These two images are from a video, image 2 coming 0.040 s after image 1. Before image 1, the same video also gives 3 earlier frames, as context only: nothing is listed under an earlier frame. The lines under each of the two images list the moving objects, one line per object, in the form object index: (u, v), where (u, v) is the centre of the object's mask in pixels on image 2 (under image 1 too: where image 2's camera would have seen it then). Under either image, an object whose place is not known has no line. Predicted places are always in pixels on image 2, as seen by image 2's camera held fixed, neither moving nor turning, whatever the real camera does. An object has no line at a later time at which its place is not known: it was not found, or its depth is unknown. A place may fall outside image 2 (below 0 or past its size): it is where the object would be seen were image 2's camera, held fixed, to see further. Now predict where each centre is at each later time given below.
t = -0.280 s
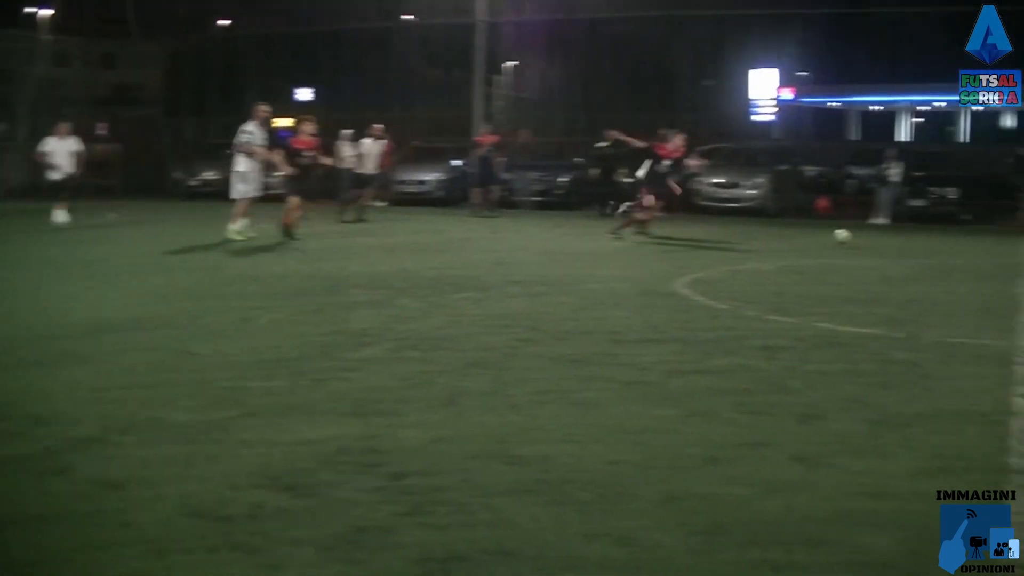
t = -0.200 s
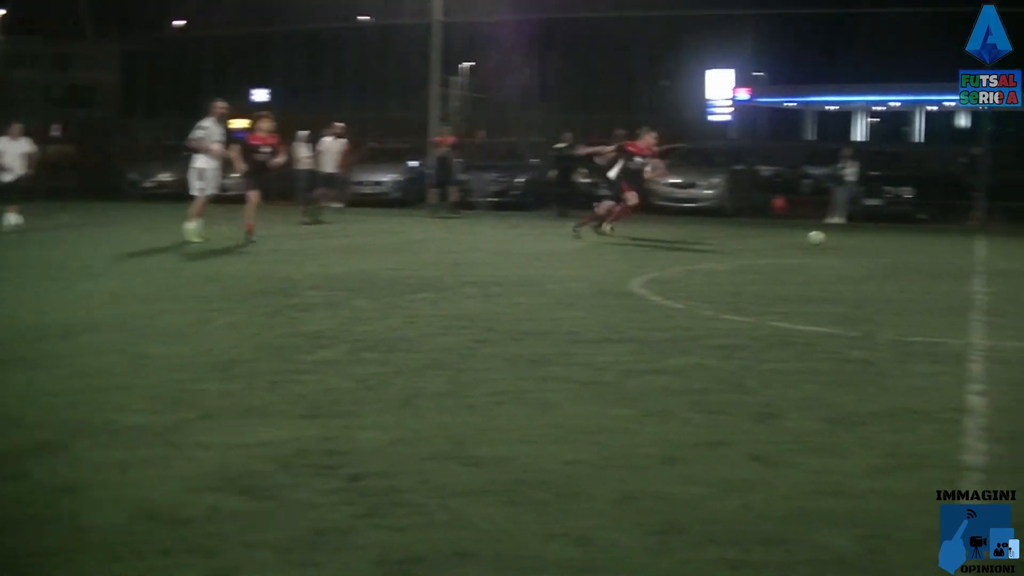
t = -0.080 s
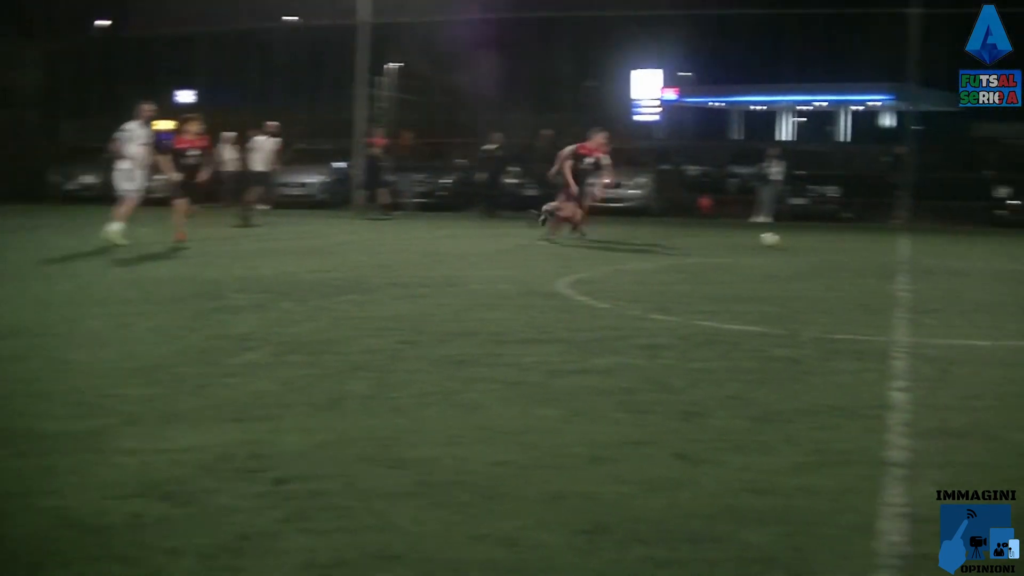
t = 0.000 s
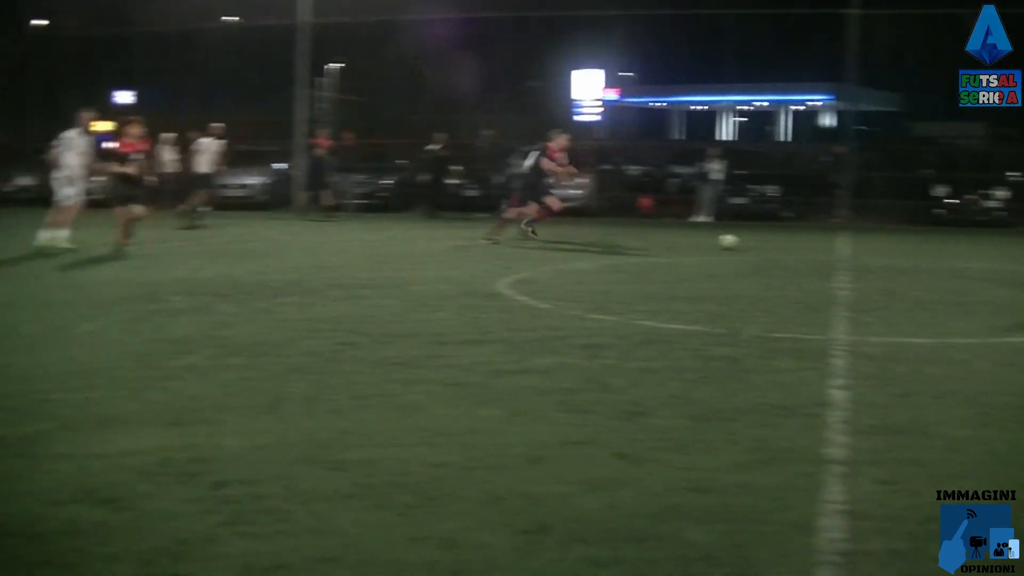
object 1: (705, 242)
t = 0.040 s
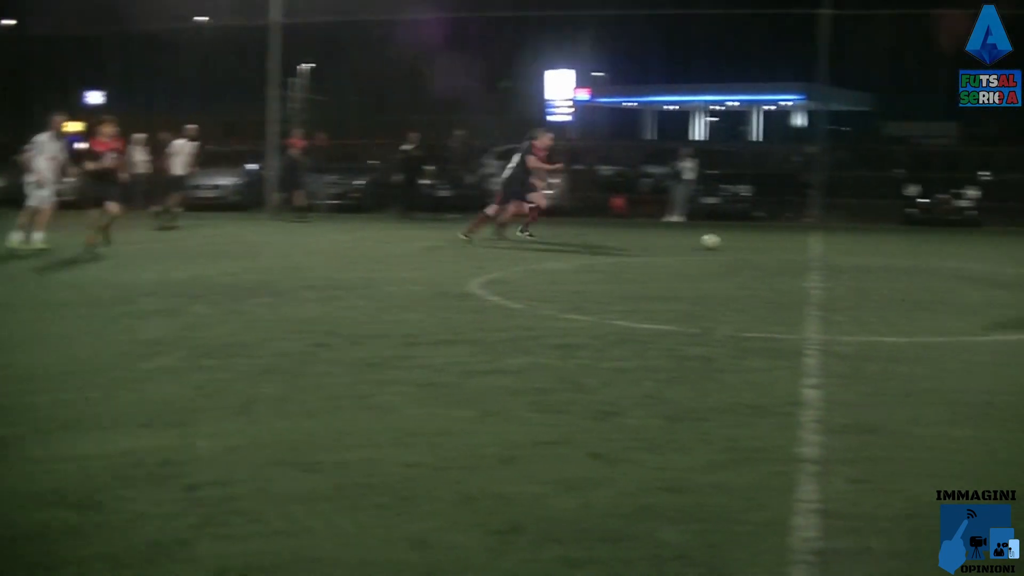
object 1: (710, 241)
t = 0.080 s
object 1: (714, 242)
